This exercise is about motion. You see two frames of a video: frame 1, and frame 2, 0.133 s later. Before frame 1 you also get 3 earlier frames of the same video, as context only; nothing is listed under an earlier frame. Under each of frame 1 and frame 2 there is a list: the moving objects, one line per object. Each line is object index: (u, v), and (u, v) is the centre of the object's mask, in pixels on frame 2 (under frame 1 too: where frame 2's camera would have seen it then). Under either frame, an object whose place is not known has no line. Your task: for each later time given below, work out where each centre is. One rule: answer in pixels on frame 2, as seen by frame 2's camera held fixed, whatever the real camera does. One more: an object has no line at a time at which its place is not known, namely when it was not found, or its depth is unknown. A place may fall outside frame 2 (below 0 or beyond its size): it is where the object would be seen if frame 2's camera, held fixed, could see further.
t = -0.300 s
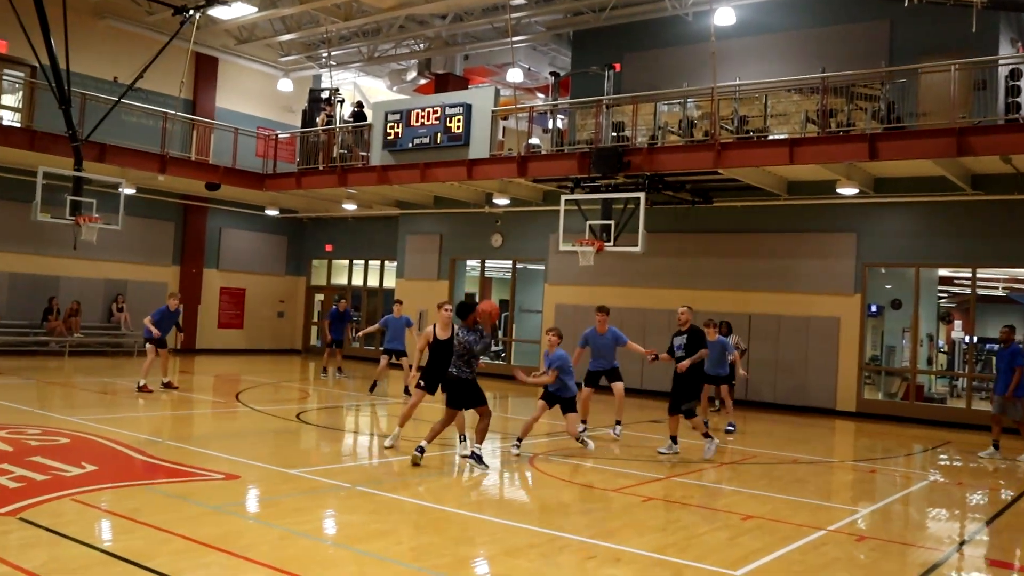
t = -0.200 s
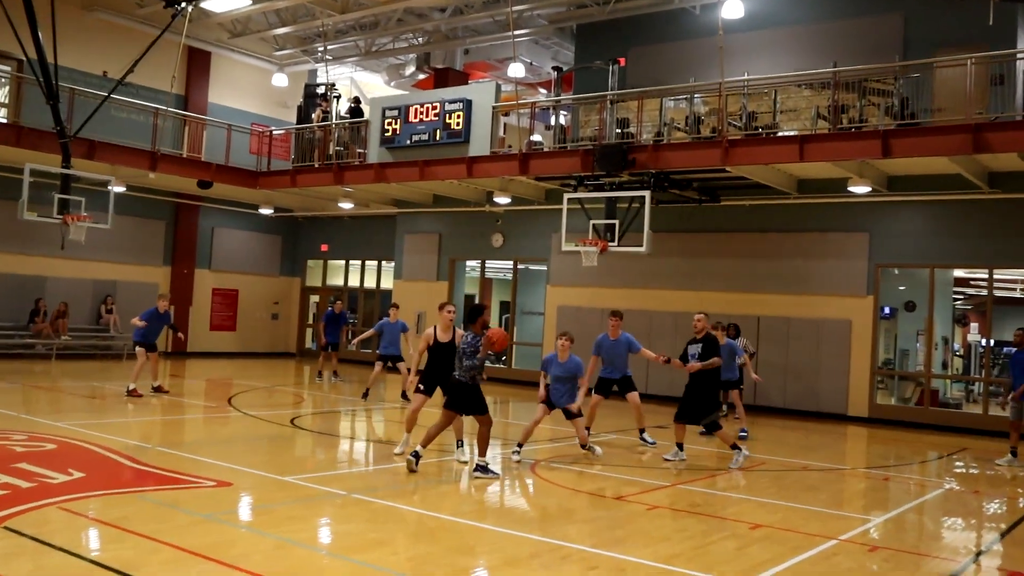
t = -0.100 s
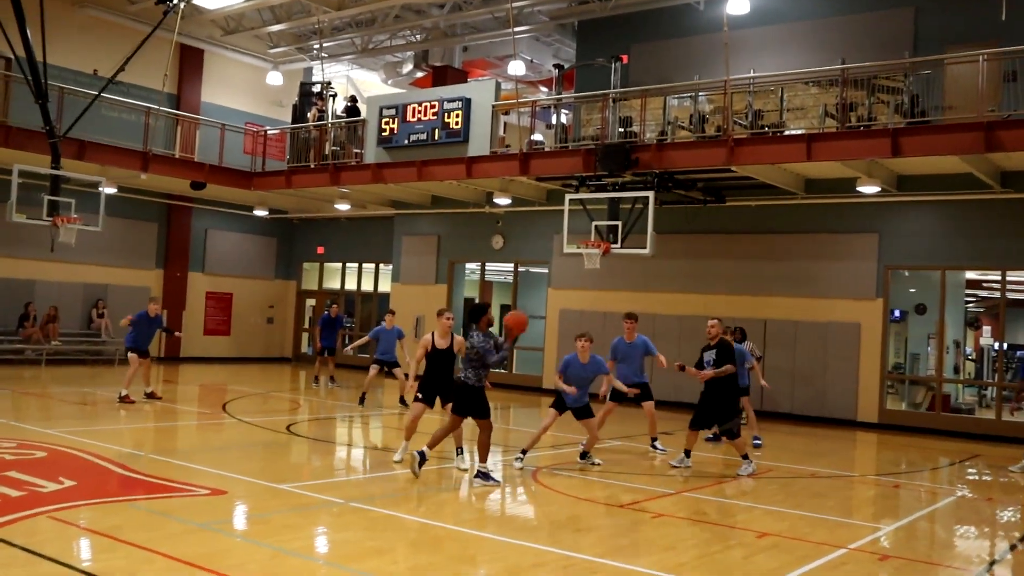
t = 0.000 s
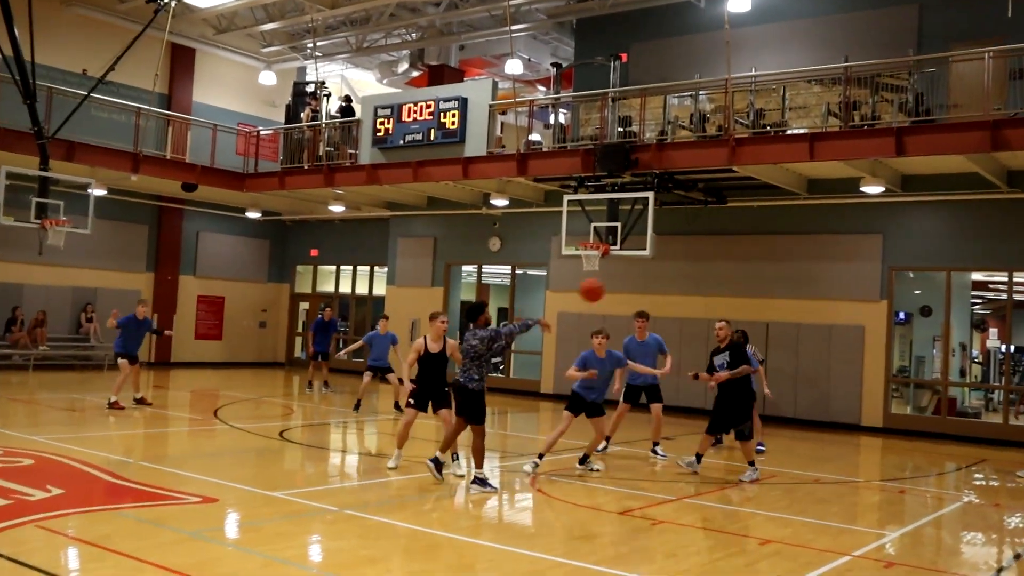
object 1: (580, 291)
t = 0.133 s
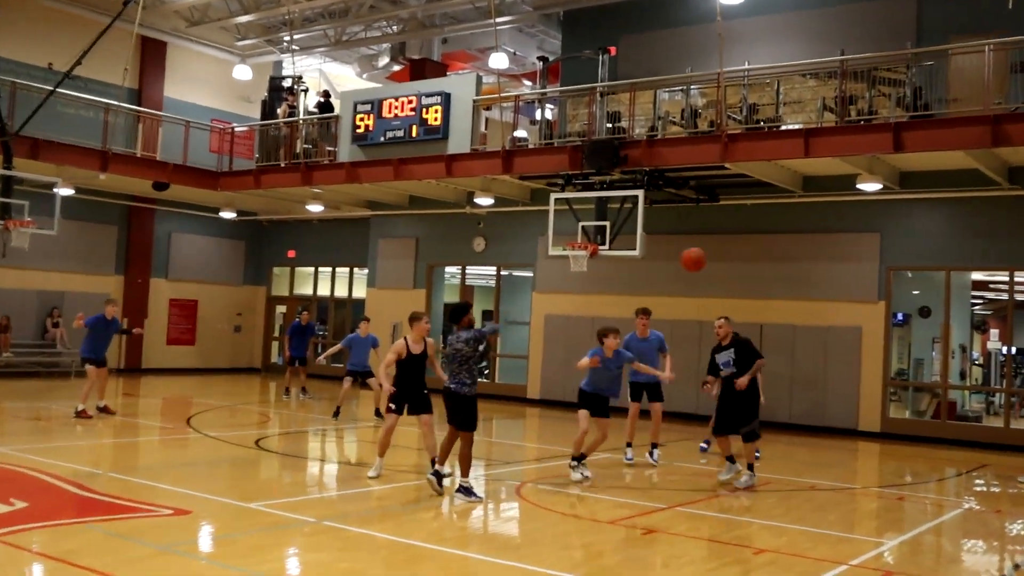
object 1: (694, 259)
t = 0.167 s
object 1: (719, 254)
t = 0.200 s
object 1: (745, 250)
